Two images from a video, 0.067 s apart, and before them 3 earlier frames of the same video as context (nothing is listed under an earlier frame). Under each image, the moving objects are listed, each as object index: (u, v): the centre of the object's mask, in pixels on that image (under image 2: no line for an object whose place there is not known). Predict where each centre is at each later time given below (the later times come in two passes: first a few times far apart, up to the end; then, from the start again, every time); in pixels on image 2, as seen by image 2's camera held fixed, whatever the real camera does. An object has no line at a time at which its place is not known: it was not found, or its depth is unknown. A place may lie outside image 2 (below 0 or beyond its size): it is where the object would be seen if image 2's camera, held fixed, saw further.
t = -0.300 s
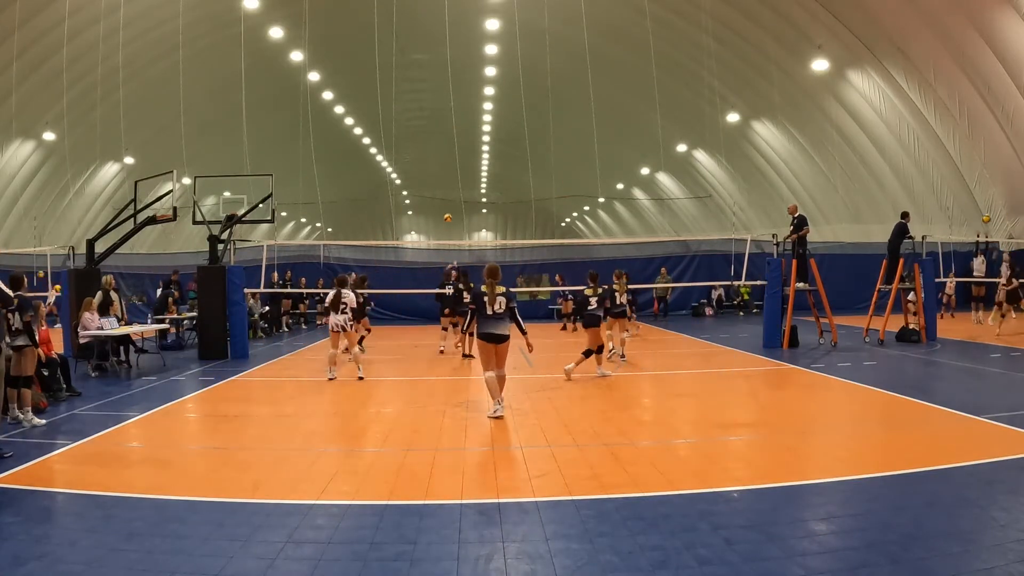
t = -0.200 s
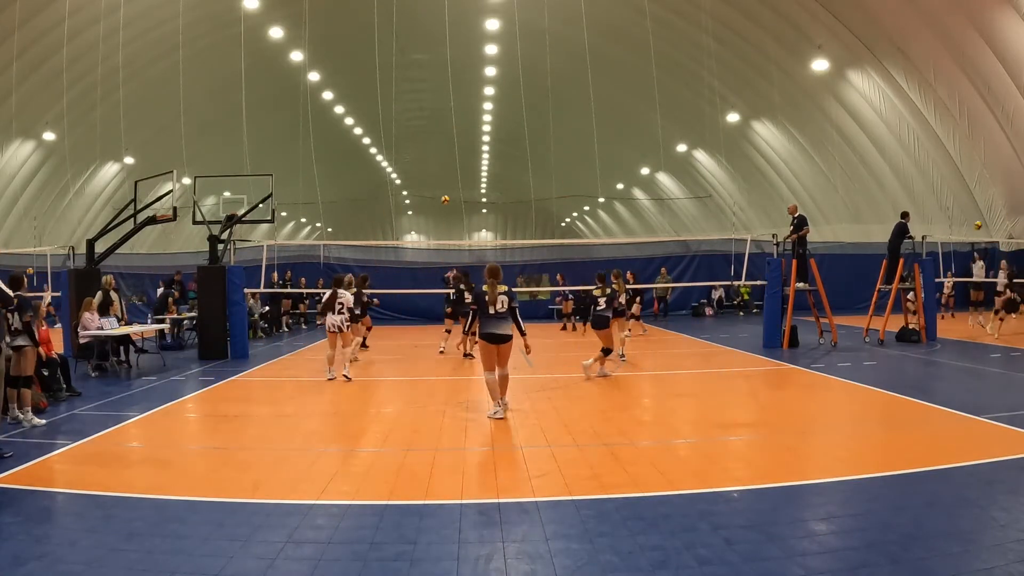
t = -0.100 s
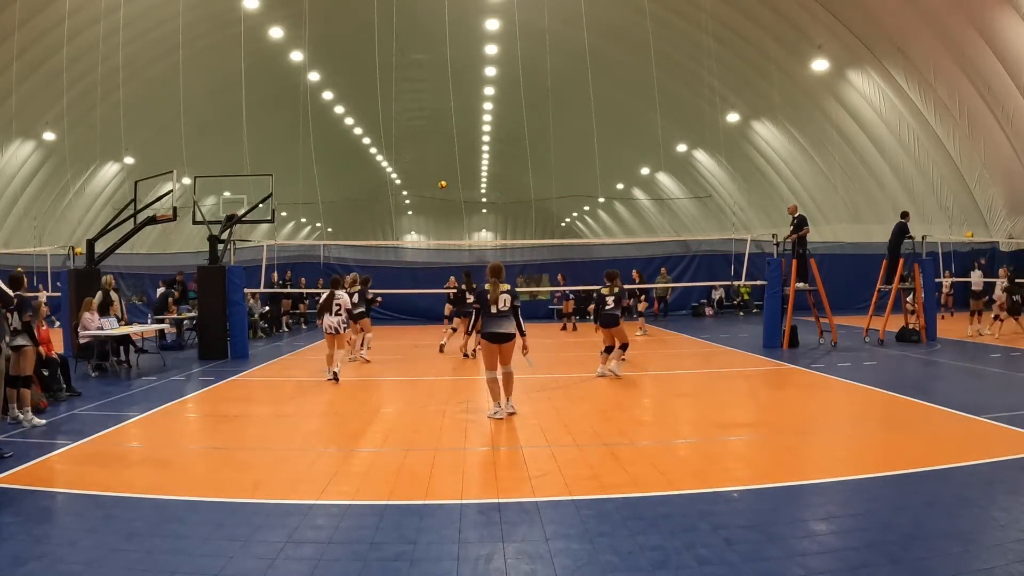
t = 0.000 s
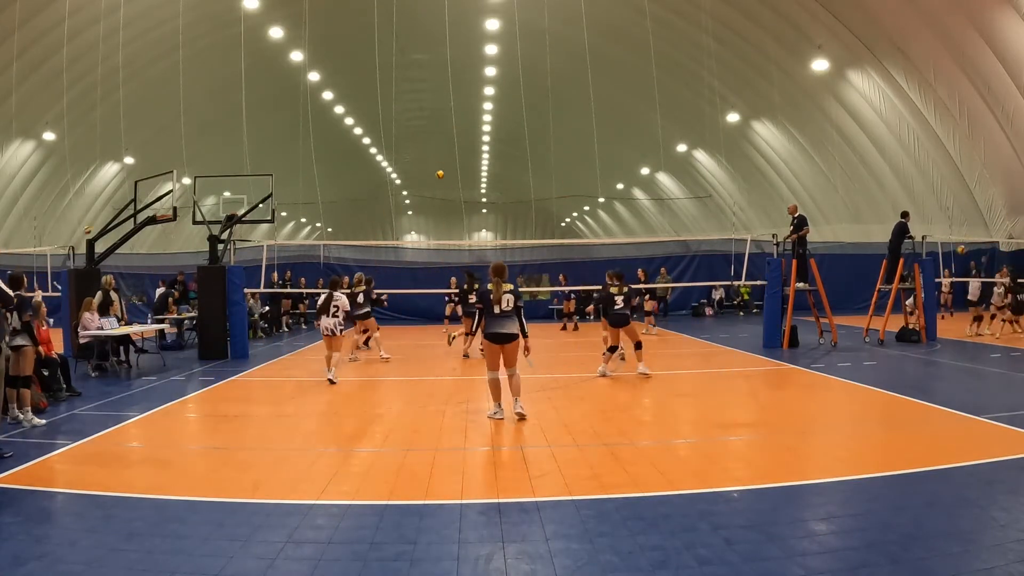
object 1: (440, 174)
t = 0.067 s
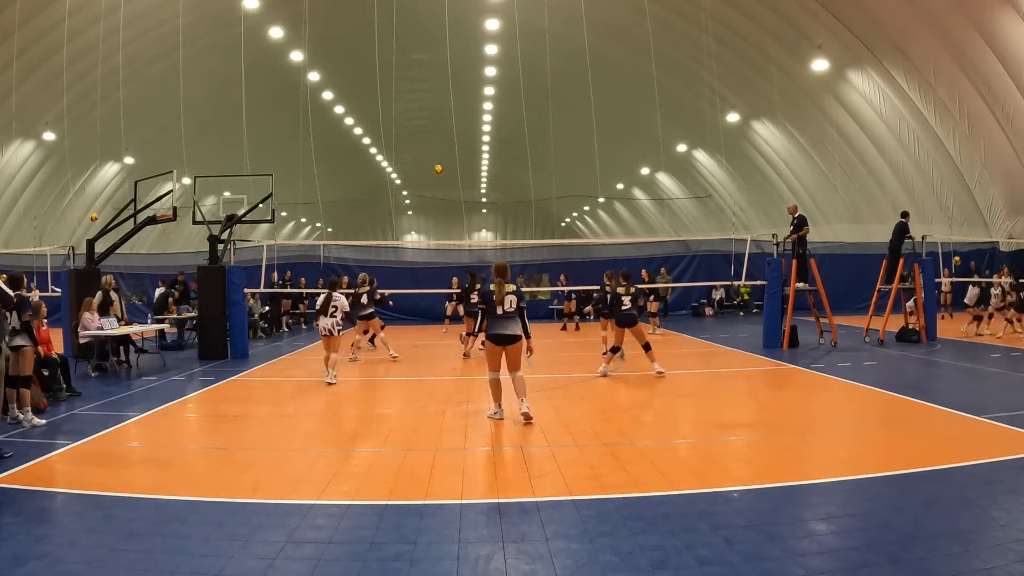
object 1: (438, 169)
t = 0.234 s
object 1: (433, 164)
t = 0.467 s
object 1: (427, 174)
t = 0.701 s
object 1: (420, 209)
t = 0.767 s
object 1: (419, 224)
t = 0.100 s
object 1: (437, 167)
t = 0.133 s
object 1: (436, 165)
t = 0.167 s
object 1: (435, 164)
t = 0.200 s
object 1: (434, 164)
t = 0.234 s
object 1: (433, 164)
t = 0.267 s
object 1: (433, 163)
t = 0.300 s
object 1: (432, 164)
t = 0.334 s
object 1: (431, 165)
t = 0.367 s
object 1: (430, 166)
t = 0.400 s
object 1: (429, 168)
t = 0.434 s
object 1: (428, 171)
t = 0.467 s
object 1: (427, 174)
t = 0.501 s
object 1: (426, 177)
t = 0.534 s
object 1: (426, 181)
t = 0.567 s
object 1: (425, 186)
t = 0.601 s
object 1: (424, 191)
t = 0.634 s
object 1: (422, 196)
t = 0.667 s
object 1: (421, 202)
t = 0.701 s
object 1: (420, 209)
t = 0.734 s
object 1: (419, 215)
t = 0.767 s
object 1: (419, 224)
